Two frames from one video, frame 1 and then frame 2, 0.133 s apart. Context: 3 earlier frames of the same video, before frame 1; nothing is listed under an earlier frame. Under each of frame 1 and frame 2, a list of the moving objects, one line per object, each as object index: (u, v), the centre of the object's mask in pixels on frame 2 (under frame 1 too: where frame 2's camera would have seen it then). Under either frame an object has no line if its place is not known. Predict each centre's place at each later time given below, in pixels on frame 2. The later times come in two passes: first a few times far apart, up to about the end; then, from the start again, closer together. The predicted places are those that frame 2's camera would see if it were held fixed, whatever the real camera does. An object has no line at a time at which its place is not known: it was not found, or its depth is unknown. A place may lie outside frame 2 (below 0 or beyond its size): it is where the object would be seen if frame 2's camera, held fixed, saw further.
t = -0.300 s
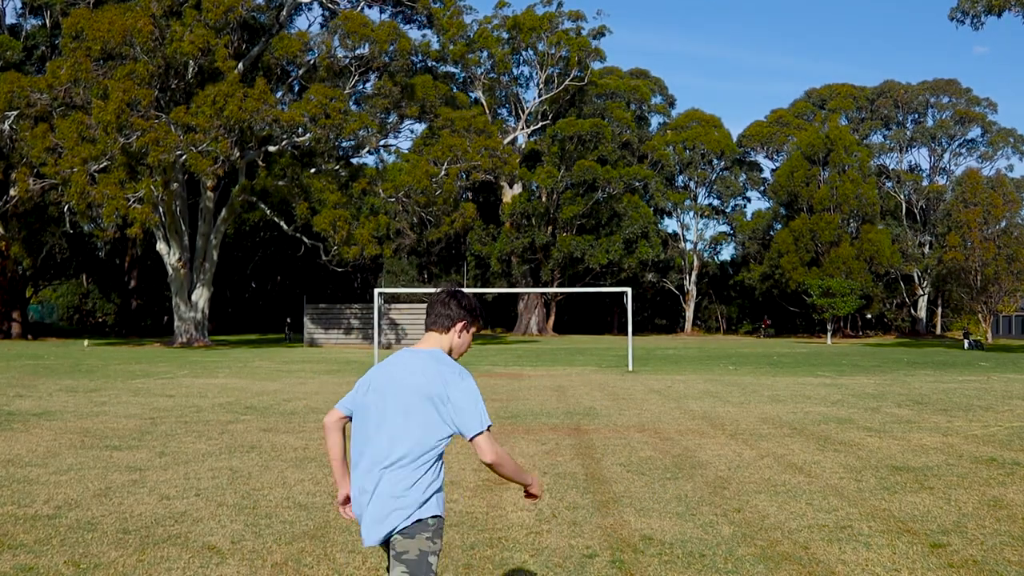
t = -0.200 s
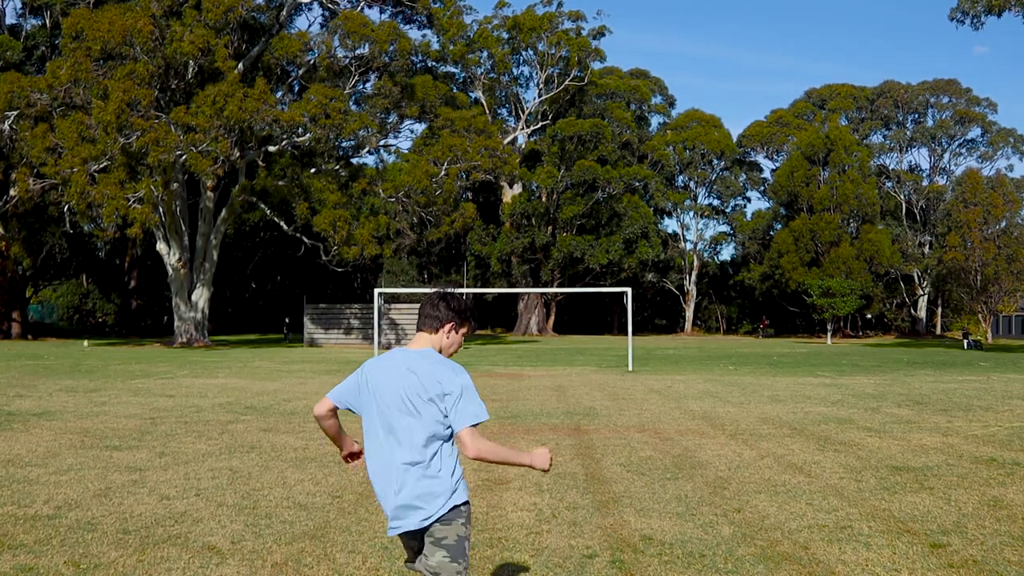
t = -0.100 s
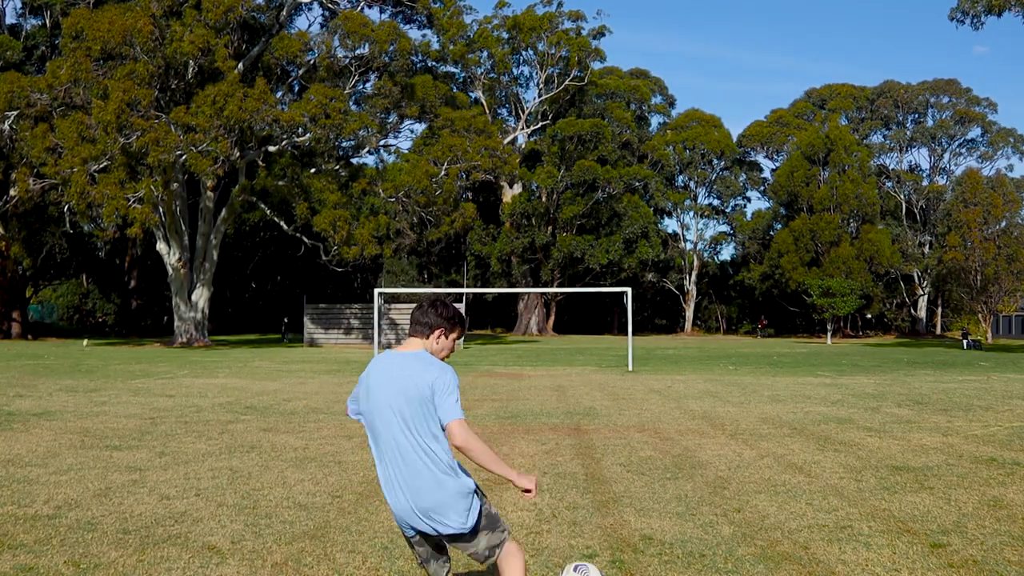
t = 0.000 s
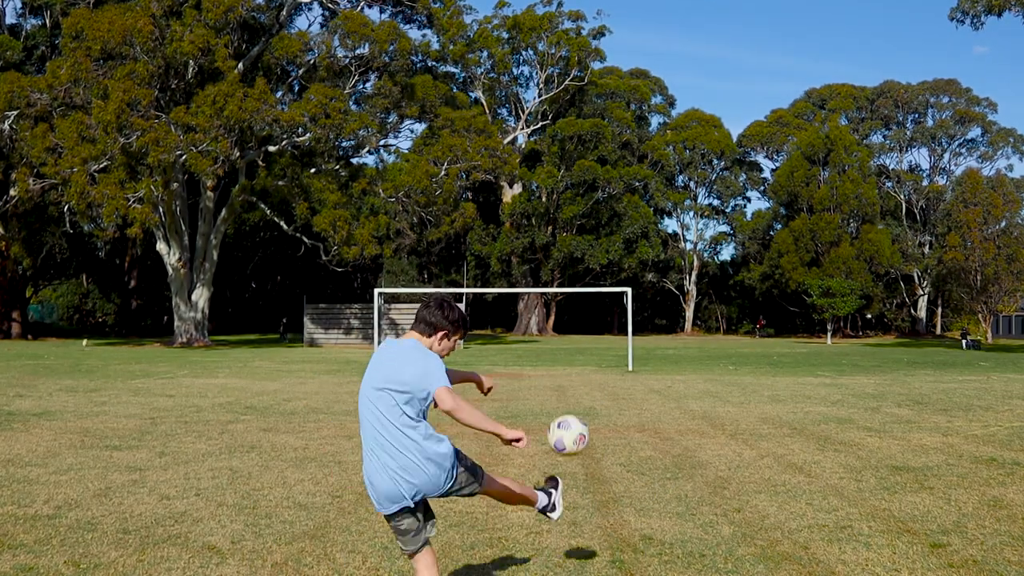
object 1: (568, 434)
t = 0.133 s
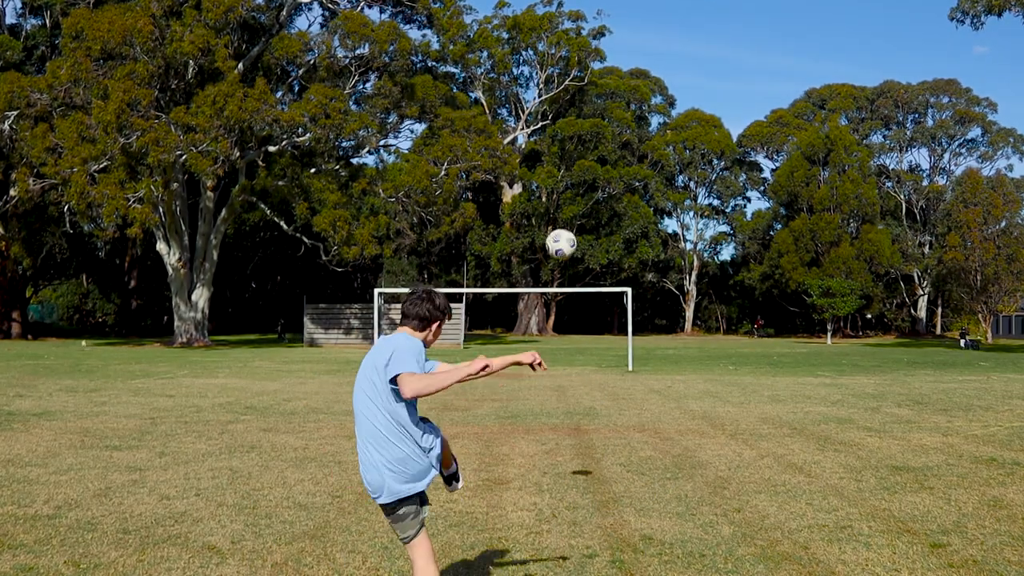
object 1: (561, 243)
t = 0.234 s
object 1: (559, 167)
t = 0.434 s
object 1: (560, 92)
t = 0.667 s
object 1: (560, 67)
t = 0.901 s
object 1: (562, 76)
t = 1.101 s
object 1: (566, 100)
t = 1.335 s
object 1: (569, 138)
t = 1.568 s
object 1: (573, 186)
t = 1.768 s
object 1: (577, 232)
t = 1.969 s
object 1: (581, 283)
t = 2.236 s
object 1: (587, 354)
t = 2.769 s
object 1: (580, 286)
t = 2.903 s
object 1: (577, 281)
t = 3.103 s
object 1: (574, 280)
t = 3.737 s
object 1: (562, 348)
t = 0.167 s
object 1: (561, 214)
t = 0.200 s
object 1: (560, 188)
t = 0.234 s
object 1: (559, 167)
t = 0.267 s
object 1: (559, 149)
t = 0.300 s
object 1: (560, 133)
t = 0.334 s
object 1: (560, 120)
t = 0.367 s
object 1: (560, 109)
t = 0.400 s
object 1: (561, 100)
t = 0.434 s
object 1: (560, 92)
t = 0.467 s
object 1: (560, 85)
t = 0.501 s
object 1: (560, 80)
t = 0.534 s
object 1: (560, 76)
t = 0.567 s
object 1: (559, 72)
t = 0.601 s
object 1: (559, 70)
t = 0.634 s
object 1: (560, 68)
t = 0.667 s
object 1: (560, 67)
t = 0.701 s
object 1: (560, 67)
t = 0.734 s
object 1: (560, 67)
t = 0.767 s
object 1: (560, 68)
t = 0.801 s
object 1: (561, 70)
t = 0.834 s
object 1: (561, 71)
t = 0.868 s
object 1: (561, 73)
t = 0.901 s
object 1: (562, 76)
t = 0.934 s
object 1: (563, 79)
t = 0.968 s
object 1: (563, 82)
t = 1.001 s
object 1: (564, 86)
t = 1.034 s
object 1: (564, 91)
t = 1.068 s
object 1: (565, 95)
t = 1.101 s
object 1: (566, 100)
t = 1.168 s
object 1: (567, 109)
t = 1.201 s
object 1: (567, 114)
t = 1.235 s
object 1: (568, 120)
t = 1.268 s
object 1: (568, 126)
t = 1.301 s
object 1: (569, 132)
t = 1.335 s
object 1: (569, 138)
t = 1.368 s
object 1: (570, 144)
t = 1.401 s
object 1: (570, 151)
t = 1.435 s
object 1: (571, 158)
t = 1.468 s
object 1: (571, 165)
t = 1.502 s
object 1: (572, 171)
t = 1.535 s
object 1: (573, 179)
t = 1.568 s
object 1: (573, 186)
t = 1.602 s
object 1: (574, 194)
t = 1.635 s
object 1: (575, 201)
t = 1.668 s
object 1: (575, 209)
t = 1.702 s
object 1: (576, 217)
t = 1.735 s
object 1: (576, 224)
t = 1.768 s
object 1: (577, 232)
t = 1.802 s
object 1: (578, 240)
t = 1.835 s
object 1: (578, 249)
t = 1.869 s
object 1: (579, 257)
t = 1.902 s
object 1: (580, 266)
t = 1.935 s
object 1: (580, 274)
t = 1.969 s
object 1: (581, 283)
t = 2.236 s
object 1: (587, 354)
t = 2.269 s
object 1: (588, 364)
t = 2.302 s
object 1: (588, 361)
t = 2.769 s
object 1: (580, 286)
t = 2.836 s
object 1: (579, 284)
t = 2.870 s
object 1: (578, 282)
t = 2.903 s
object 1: (577, 281)
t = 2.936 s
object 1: (577, 280)
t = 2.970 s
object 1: (576, 279)
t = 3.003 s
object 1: (576, 279)
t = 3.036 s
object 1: (575, 279)
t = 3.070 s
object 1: (574, 280)
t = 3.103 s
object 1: (574, 280)
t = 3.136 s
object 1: (573, 281)
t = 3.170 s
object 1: (572, 283)
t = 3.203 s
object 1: (572, 284)
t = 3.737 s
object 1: (562, 348)
